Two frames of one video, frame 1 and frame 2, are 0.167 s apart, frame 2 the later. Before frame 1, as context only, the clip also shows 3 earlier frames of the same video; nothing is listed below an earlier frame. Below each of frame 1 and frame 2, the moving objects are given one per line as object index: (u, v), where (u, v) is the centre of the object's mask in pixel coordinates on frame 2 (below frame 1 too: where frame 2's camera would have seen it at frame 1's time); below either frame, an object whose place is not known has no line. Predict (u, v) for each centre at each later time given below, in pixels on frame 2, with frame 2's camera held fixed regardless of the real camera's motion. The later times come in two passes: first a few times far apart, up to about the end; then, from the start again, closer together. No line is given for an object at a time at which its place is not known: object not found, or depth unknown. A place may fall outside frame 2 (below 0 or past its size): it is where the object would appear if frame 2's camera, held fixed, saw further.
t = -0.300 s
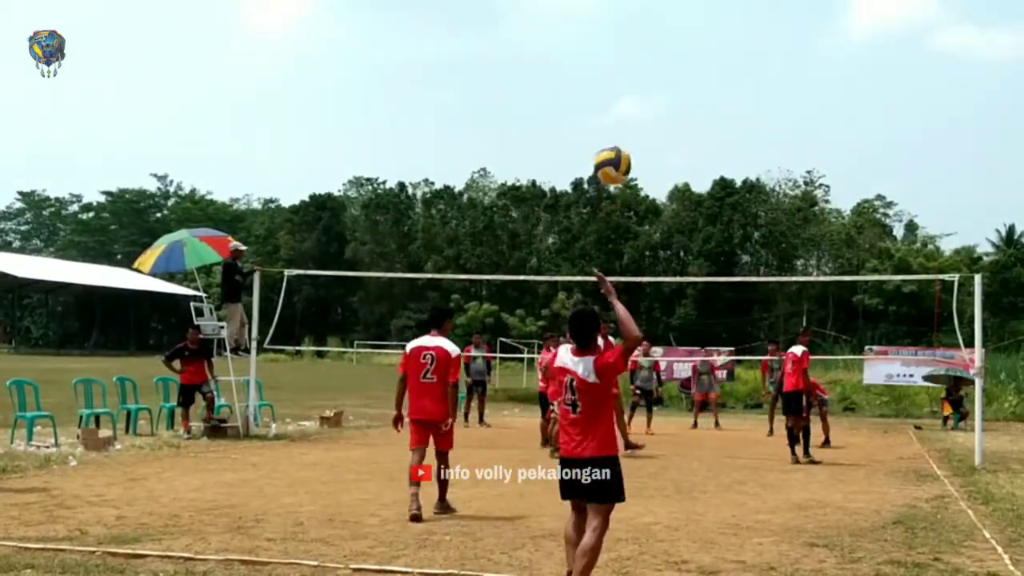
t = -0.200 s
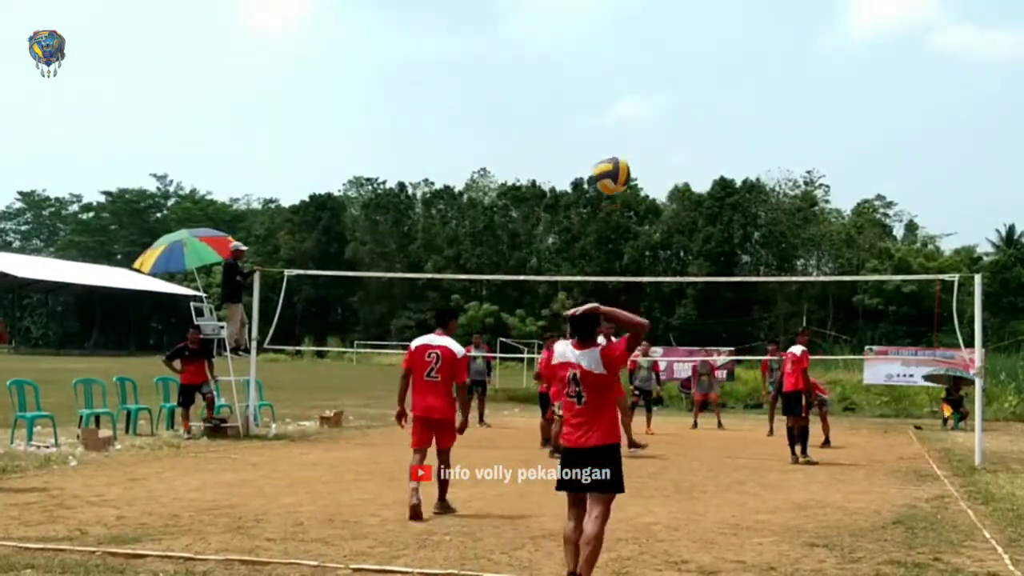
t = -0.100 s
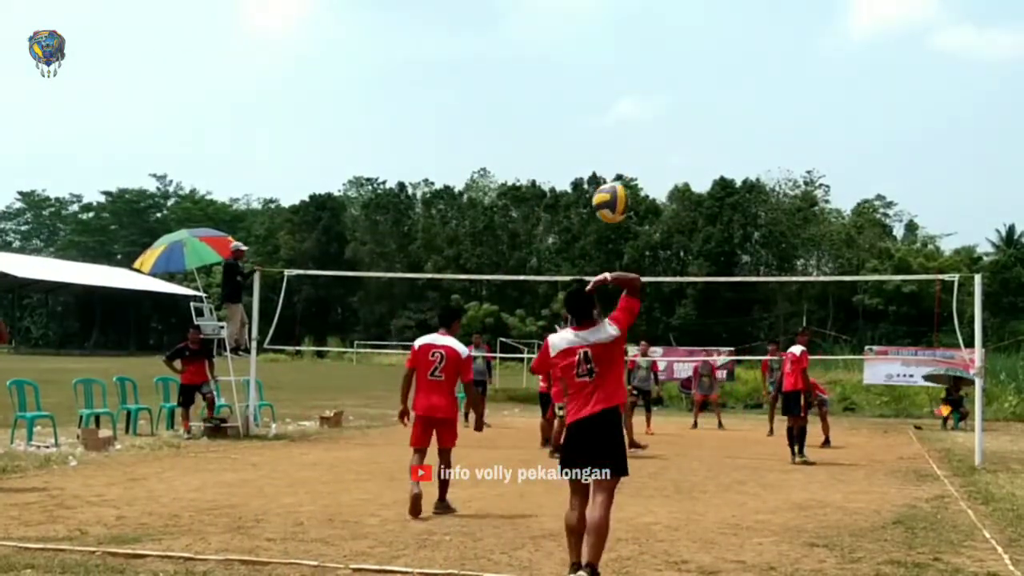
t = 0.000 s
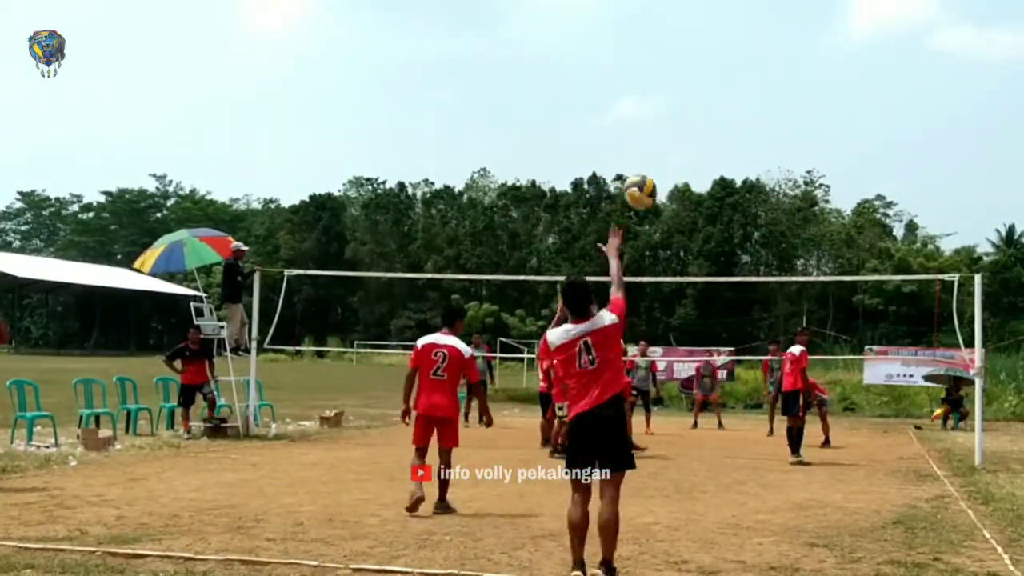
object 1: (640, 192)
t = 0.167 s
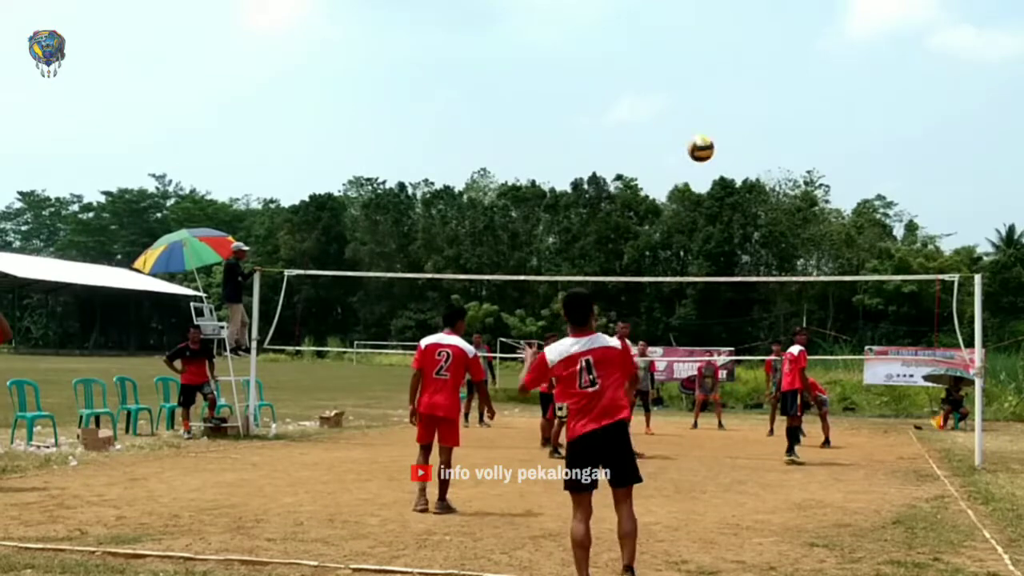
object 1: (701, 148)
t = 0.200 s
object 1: (709, 147)
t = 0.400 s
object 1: (741, 158)
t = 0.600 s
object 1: (761, 193)
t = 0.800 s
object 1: (773, 248)
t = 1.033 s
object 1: (779, 322)
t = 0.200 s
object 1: (709, 147)
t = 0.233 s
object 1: (716, 146)
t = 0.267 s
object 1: (722, 146)
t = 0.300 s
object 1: (727, 148)
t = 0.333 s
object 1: (732, 150)
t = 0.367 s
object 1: (737, 154)
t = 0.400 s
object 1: (741, 158)
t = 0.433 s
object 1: (744, 162)
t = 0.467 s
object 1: (747, 168)
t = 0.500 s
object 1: (751, 174)
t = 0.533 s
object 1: (754, 180)
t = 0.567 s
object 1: (758, 187)
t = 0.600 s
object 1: (761, 193)
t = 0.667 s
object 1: (765, 209)
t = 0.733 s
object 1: (769, 228)
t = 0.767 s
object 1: (771, 238)
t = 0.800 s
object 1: (773, 248)
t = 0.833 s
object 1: (773, 258)
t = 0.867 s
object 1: (774, 268)
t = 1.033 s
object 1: (779, 322)
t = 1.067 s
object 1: (783, 332)
